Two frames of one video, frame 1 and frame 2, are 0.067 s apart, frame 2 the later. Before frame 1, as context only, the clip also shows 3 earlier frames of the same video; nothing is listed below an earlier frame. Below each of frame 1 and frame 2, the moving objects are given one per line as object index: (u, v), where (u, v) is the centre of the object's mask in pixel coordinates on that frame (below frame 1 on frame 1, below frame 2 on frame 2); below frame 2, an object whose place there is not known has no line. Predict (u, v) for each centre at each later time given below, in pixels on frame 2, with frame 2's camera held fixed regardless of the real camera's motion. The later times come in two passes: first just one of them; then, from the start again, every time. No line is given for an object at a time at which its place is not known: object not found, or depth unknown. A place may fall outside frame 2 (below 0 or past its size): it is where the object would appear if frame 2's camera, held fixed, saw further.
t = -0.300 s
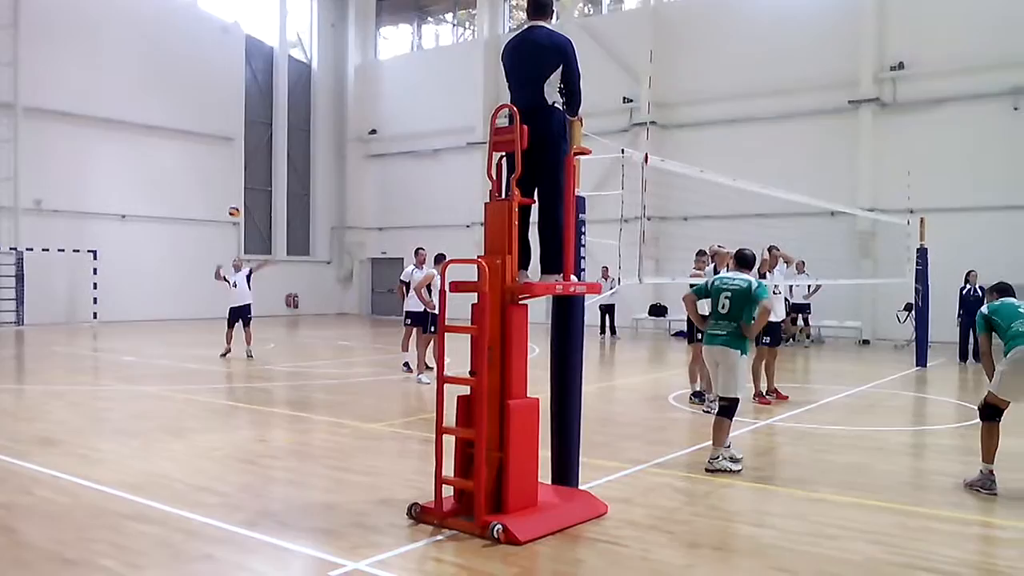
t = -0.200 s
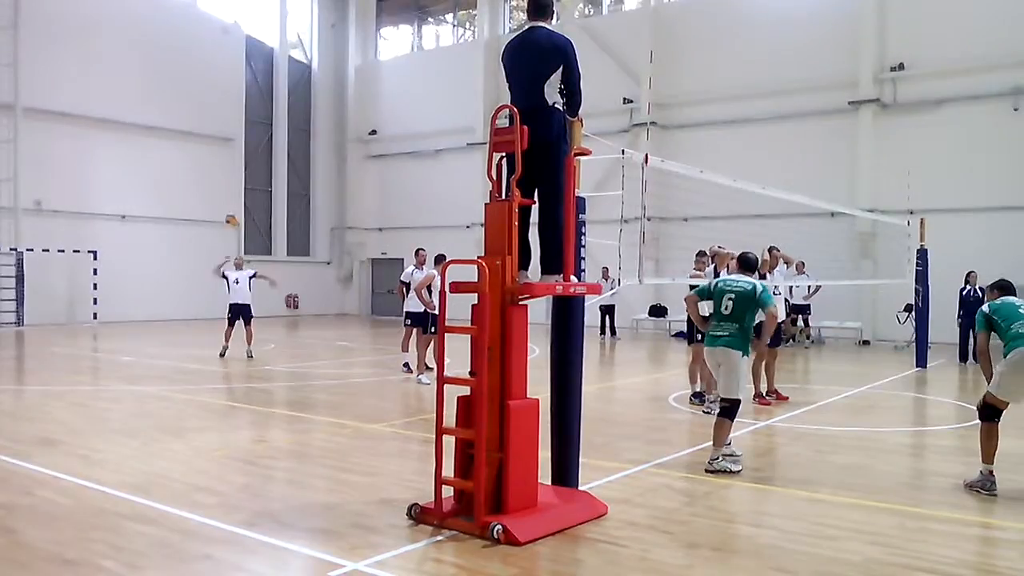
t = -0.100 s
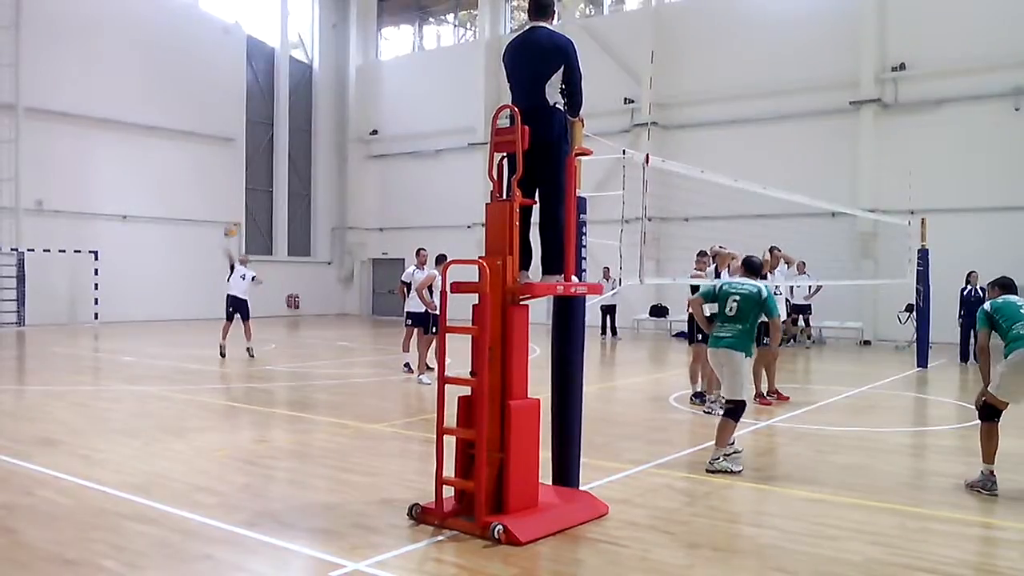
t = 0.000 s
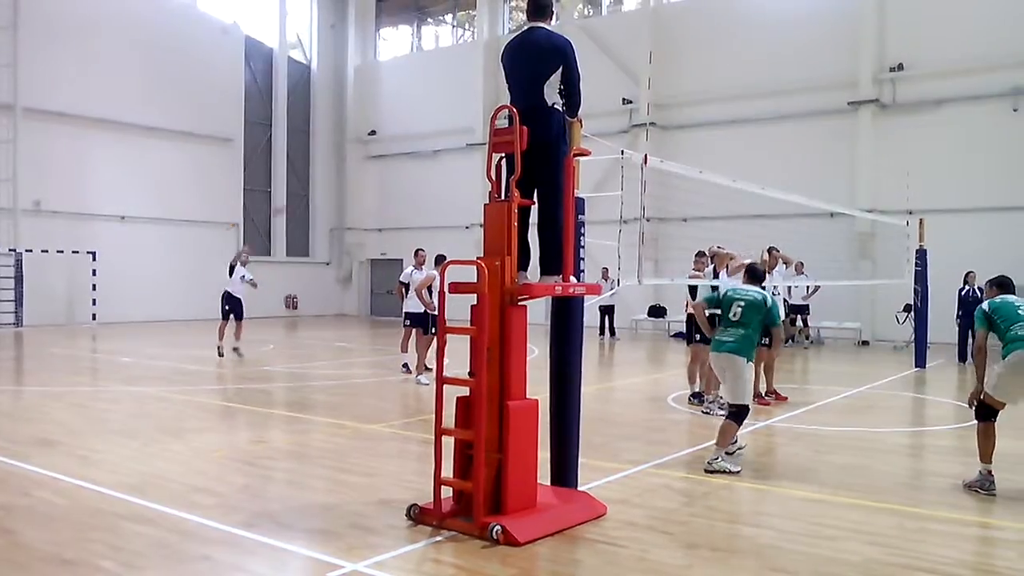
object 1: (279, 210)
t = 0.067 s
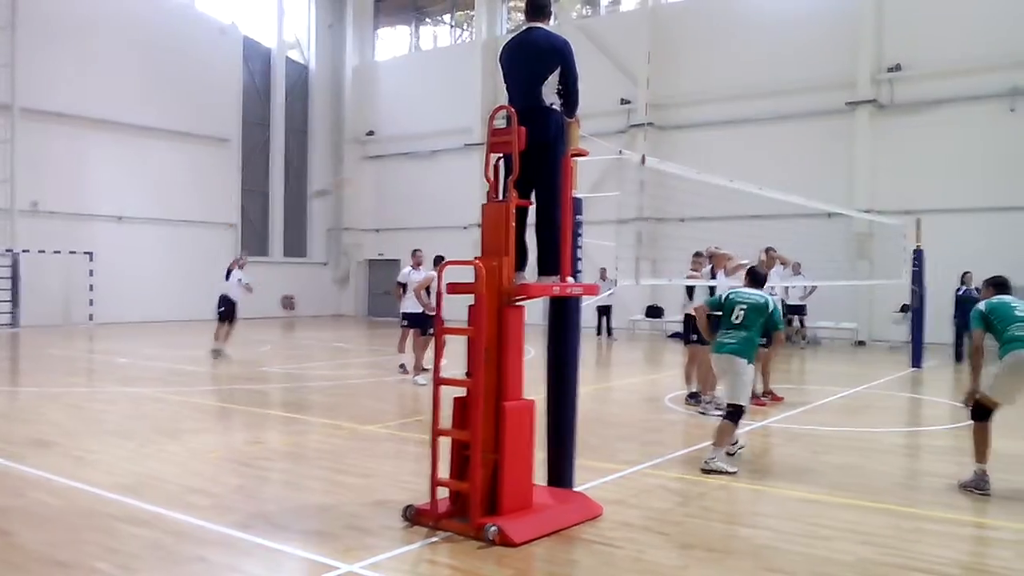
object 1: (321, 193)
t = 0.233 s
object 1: (443, 149)
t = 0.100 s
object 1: (343, 183)
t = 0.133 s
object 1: (366, 173)
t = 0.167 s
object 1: (391, 166)
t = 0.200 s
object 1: (416, 158)
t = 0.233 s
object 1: (443, 149)
